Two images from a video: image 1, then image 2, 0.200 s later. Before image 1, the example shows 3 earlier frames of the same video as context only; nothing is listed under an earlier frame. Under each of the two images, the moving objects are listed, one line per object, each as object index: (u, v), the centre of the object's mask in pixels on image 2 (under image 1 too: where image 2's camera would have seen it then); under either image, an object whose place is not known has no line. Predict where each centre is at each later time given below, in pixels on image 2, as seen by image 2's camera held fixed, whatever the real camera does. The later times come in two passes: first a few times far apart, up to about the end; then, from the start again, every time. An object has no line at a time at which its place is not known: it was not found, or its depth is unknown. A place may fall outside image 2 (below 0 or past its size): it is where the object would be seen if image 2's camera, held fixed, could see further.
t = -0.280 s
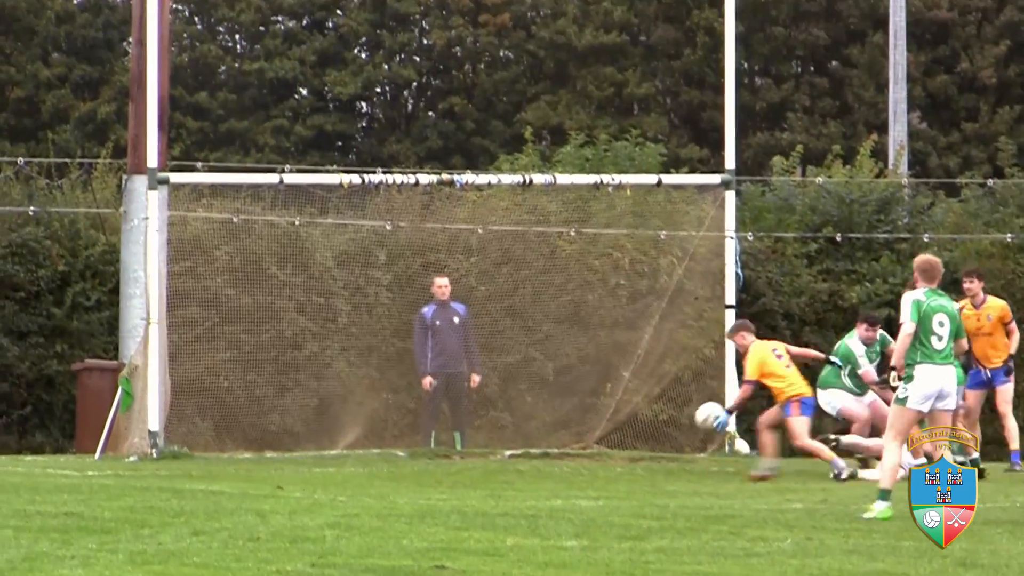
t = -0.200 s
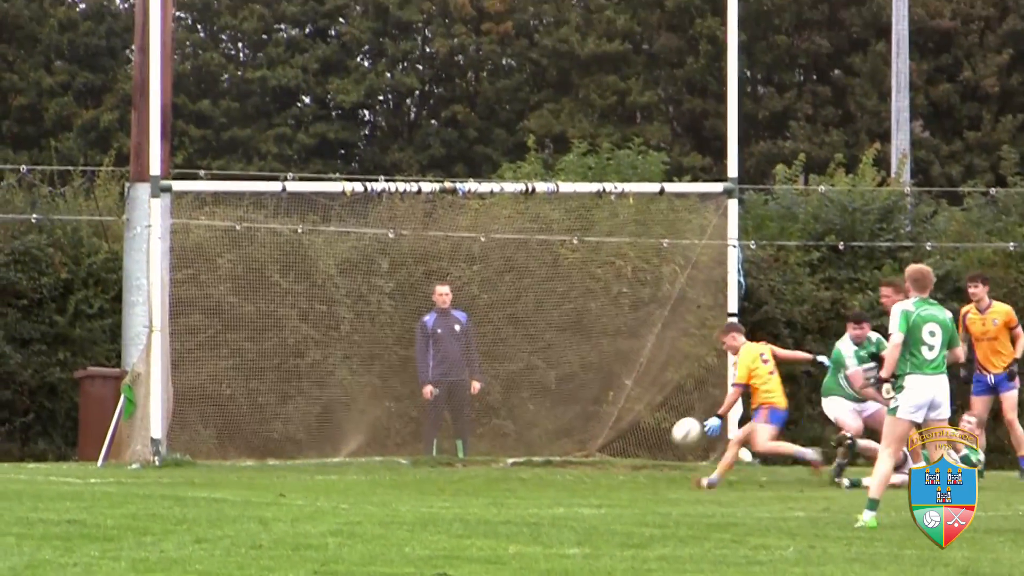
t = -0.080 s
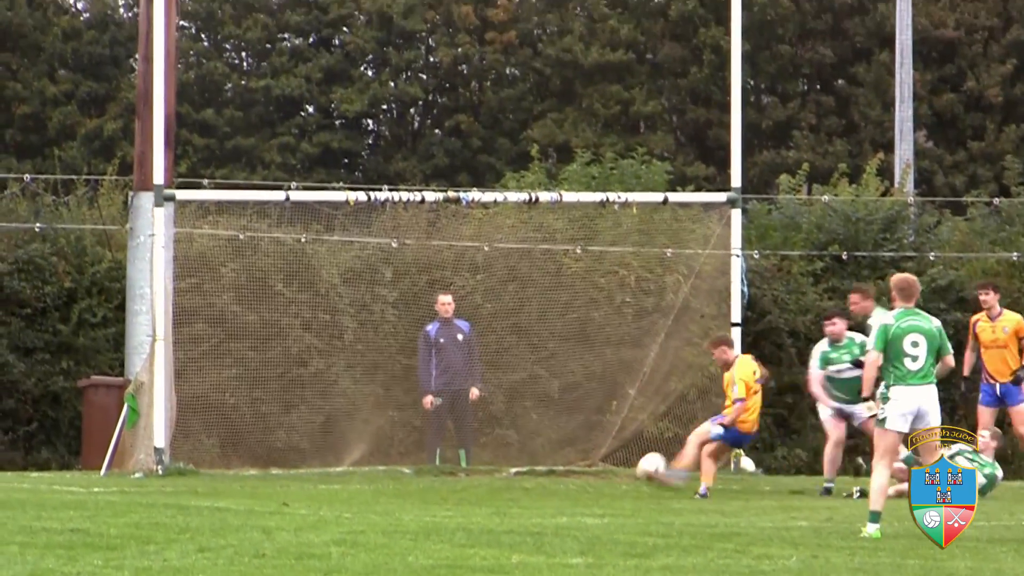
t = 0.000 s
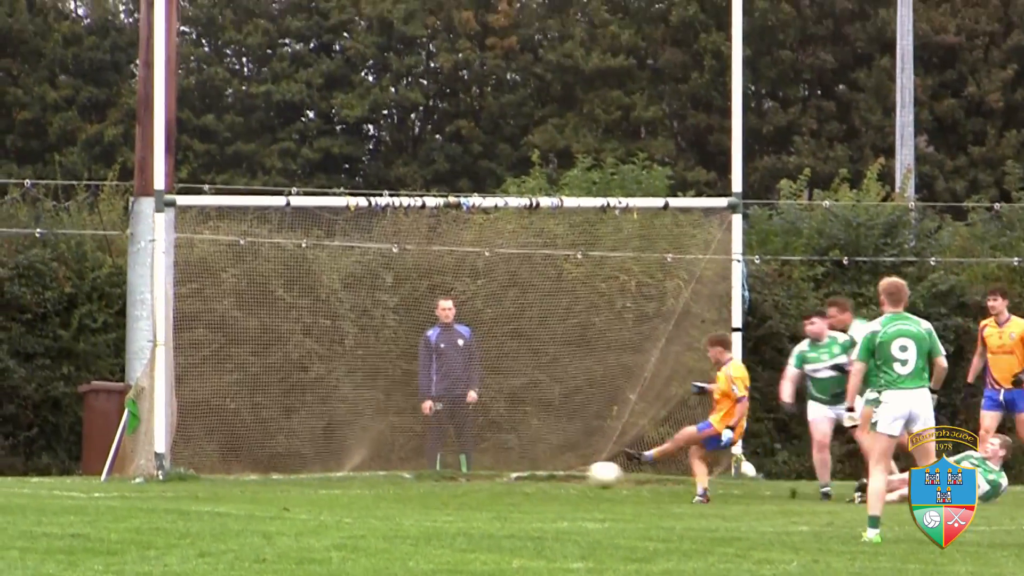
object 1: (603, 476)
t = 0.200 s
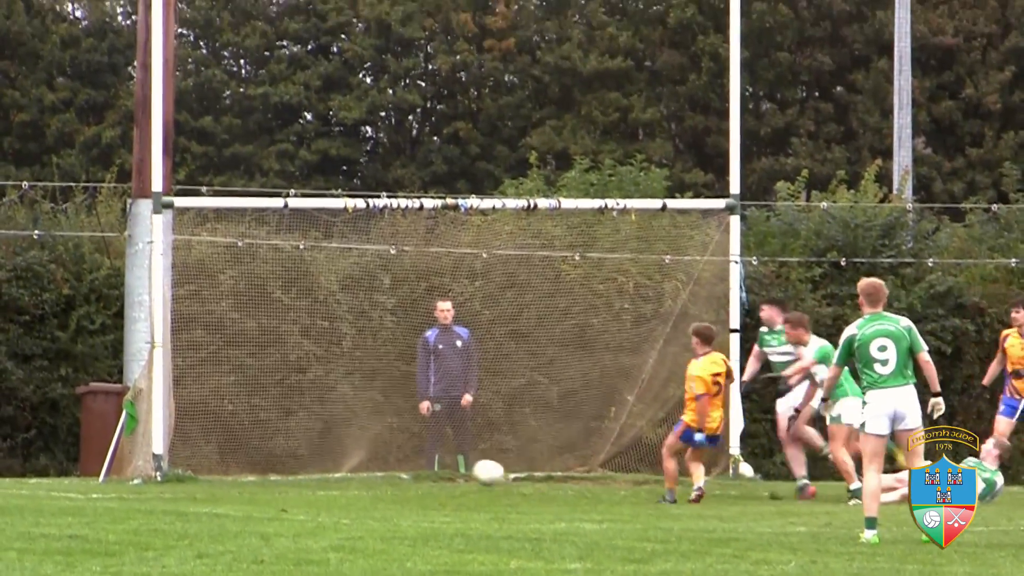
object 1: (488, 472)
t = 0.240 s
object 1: (469, 472)
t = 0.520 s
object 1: (370, 444)
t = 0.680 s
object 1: (325, 456)
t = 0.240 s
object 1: (469, 472)
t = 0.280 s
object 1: (450, 473)
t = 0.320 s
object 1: (432, 473)
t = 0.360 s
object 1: (419, 464)
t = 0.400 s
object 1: (407, 457)
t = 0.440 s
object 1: (394, 450)
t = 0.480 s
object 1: (382, 446)
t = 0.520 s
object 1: (370, 444)
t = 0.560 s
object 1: (359, 444)
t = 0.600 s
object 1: (348, 447)
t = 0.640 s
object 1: (336, 451)
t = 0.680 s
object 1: (325, 456)
